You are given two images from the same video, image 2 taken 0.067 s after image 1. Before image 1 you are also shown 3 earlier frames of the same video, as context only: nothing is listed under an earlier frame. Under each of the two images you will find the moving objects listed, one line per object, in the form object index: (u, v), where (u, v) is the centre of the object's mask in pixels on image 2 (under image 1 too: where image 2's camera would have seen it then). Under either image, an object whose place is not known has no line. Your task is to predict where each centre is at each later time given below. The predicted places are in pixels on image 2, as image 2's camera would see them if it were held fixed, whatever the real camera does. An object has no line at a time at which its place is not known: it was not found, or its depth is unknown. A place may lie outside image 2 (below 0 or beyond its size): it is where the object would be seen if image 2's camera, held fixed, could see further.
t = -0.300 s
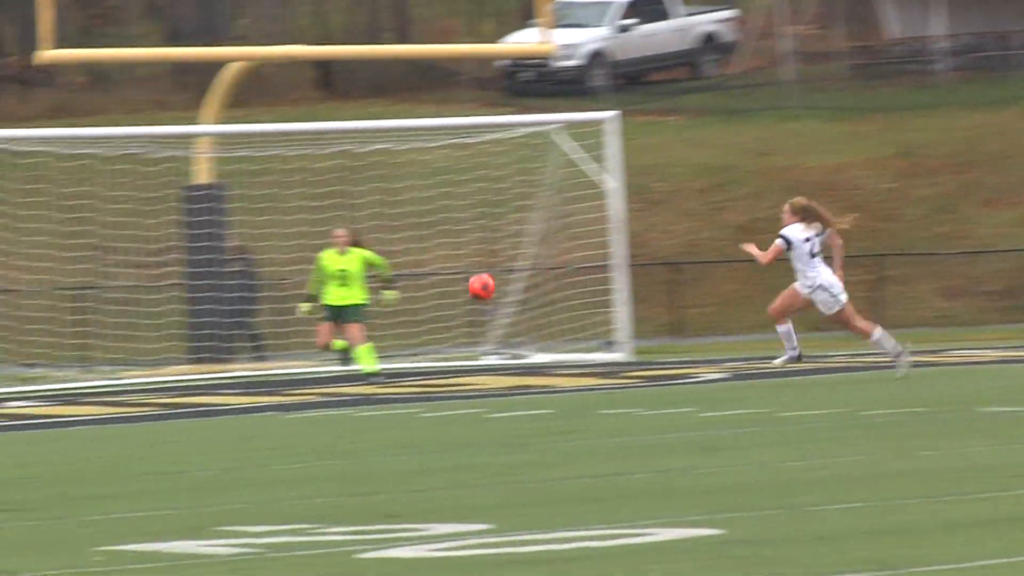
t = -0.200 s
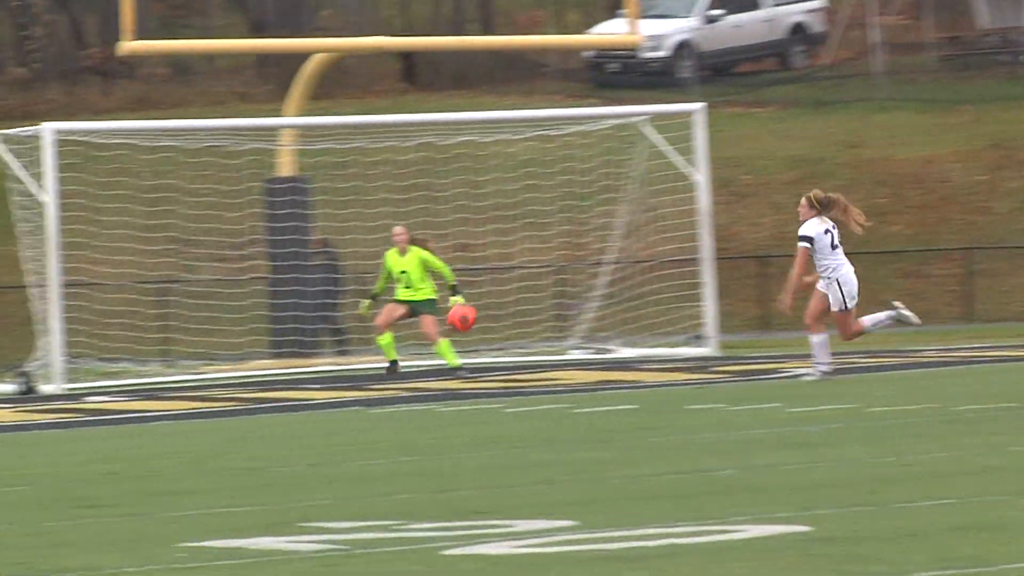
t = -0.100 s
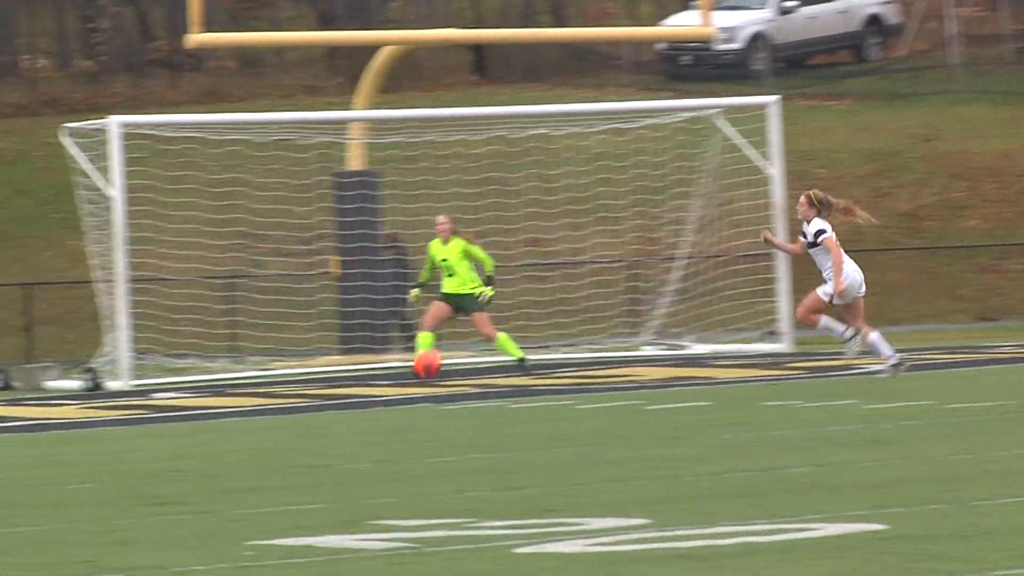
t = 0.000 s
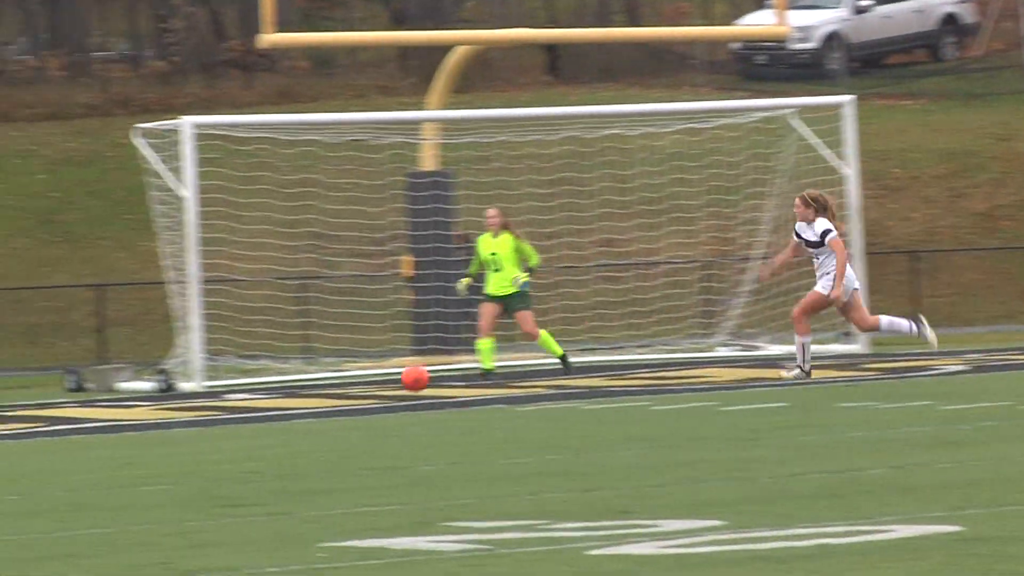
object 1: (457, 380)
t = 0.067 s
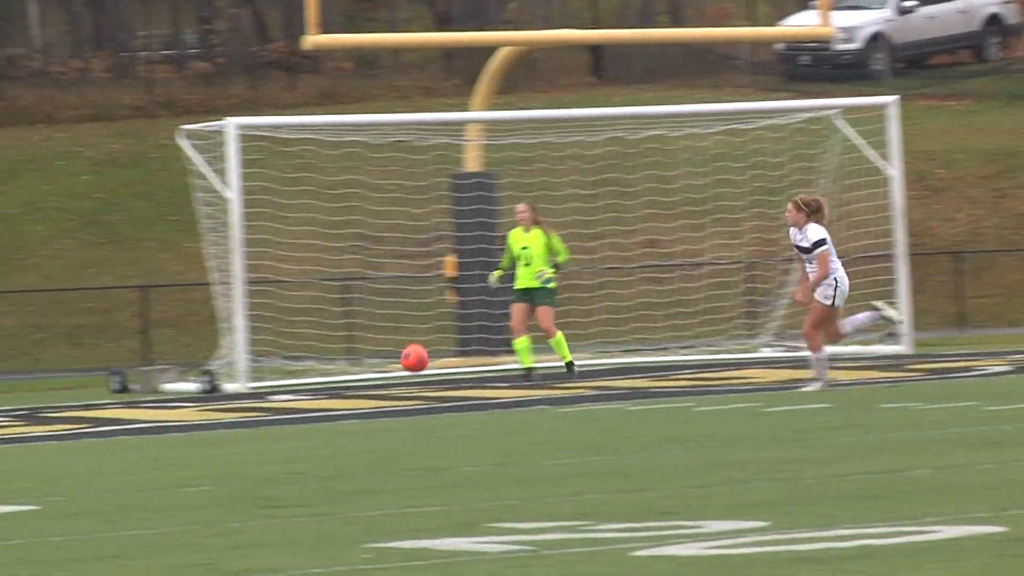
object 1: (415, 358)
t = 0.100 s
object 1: (394, 350)
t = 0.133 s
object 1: (373, 345)
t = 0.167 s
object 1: (353, 340)
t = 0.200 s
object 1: (332, 337)
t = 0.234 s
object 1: (312, 335)
